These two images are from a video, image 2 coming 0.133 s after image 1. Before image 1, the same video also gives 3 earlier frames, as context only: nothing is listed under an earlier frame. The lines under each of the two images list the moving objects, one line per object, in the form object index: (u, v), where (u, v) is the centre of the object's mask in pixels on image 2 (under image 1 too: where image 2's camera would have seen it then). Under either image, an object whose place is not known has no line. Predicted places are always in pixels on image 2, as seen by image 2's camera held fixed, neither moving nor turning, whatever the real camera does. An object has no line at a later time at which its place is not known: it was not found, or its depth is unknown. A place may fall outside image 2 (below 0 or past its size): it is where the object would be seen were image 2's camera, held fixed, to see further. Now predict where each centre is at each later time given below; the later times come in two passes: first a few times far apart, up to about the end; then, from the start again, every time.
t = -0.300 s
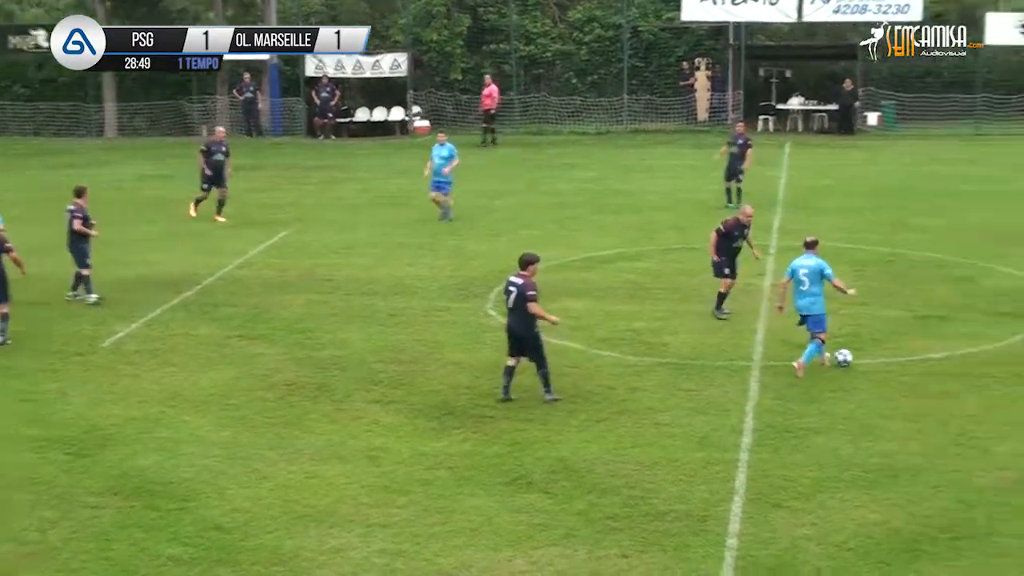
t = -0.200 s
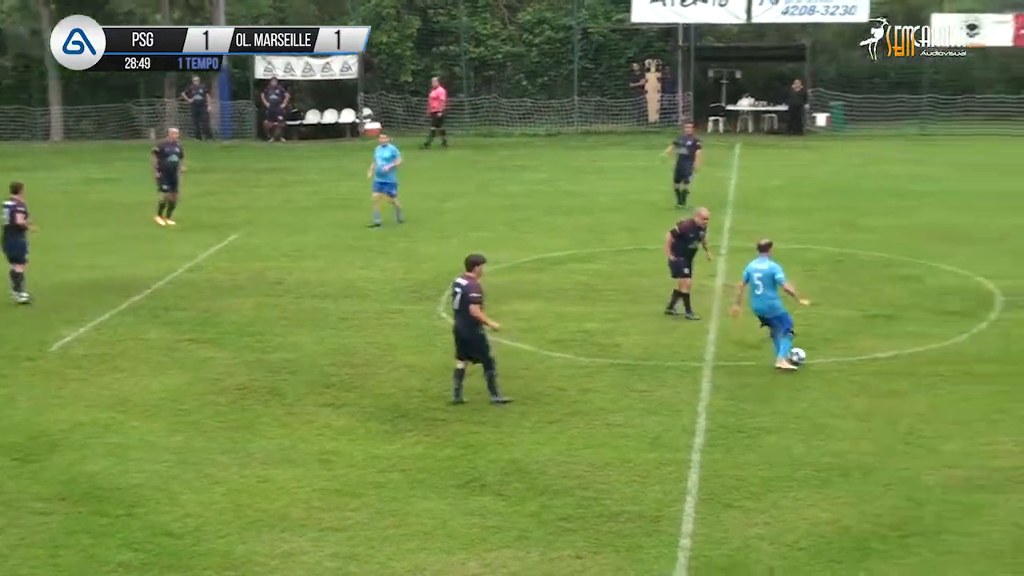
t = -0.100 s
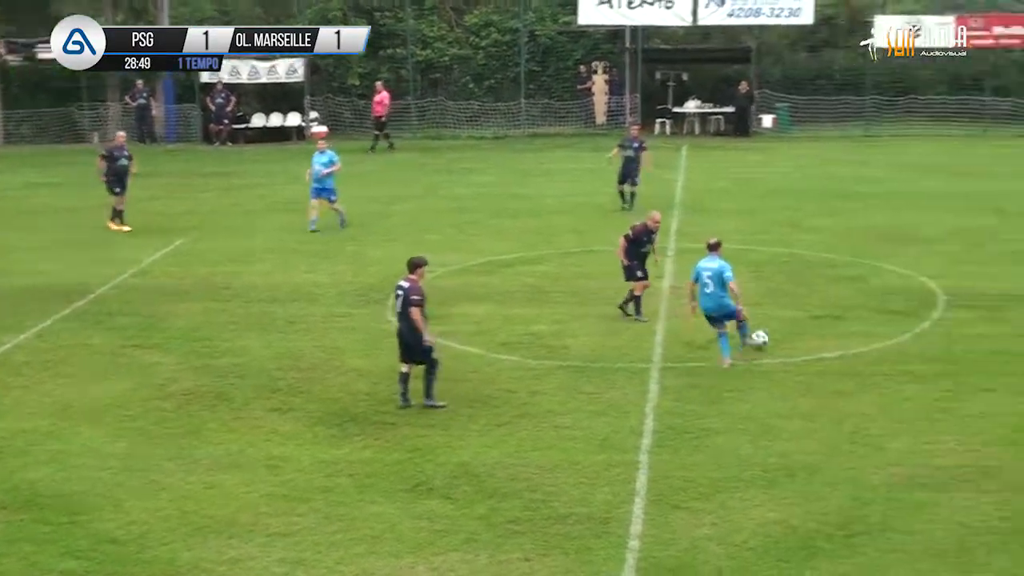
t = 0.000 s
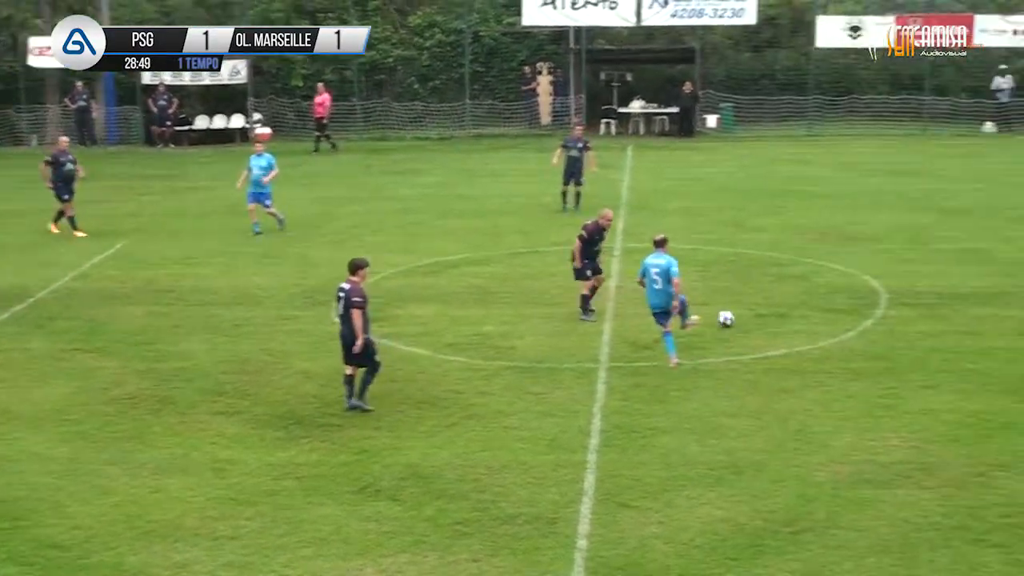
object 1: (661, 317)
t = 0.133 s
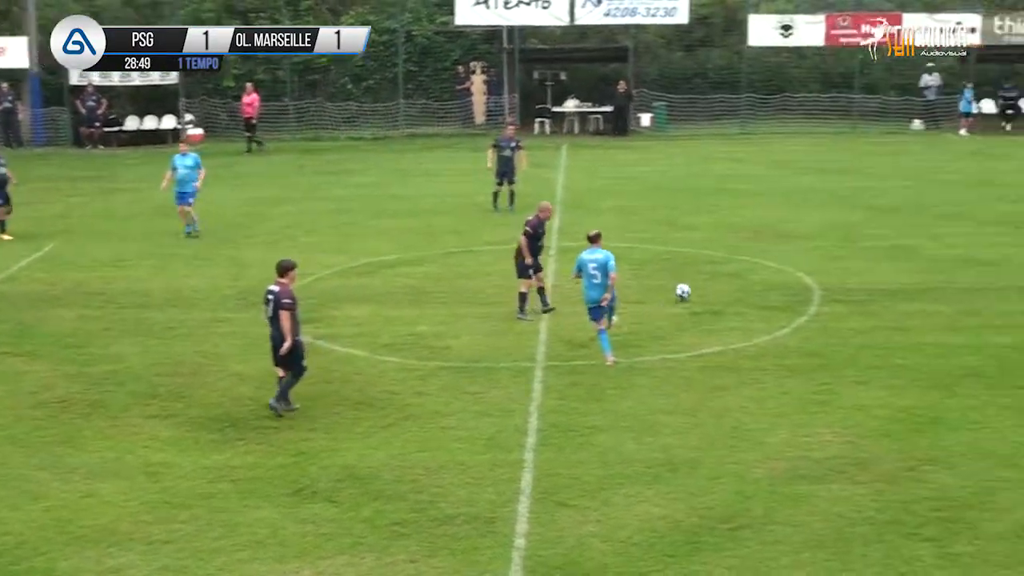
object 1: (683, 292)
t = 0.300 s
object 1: (703, 270)
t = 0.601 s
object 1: (731, 236)
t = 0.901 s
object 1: (747, 217)
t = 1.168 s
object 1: (757, 207)
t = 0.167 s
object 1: (687, 286)
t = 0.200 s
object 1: (692, 282)
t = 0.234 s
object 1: (697, 279)
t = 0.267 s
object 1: (700, 275)
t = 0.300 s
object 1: (703, 270)
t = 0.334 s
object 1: (707, 263)
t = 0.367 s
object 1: (711, 258)
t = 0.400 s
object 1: (714, 256)
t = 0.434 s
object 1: (718, 253)
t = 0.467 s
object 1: (721, 251)
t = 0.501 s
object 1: (723, 248)
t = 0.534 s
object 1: (726, 243)
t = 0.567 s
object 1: (728, 239)
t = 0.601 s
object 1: (731, 236)
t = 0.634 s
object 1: (733, 234)
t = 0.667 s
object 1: (735, 232)
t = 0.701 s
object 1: (738, 231)
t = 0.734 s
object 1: (740, 227)
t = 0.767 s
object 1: (743, 224)
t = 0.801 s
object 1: (744, 221)
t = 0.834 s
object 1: (745, 220)
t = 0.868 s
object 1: (747, 218)
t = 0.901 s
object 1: (747, 217)
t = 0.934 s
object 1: (748, 216)
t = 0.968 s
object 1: (749, 214)
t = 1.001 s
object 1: (751, 213)
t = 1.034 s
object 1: (753, 211)
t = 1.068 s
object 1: (754, 210)
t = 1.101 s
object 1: (755, 210)
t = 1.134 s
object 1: (756, 210)
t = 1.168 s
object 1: (757, 207)
